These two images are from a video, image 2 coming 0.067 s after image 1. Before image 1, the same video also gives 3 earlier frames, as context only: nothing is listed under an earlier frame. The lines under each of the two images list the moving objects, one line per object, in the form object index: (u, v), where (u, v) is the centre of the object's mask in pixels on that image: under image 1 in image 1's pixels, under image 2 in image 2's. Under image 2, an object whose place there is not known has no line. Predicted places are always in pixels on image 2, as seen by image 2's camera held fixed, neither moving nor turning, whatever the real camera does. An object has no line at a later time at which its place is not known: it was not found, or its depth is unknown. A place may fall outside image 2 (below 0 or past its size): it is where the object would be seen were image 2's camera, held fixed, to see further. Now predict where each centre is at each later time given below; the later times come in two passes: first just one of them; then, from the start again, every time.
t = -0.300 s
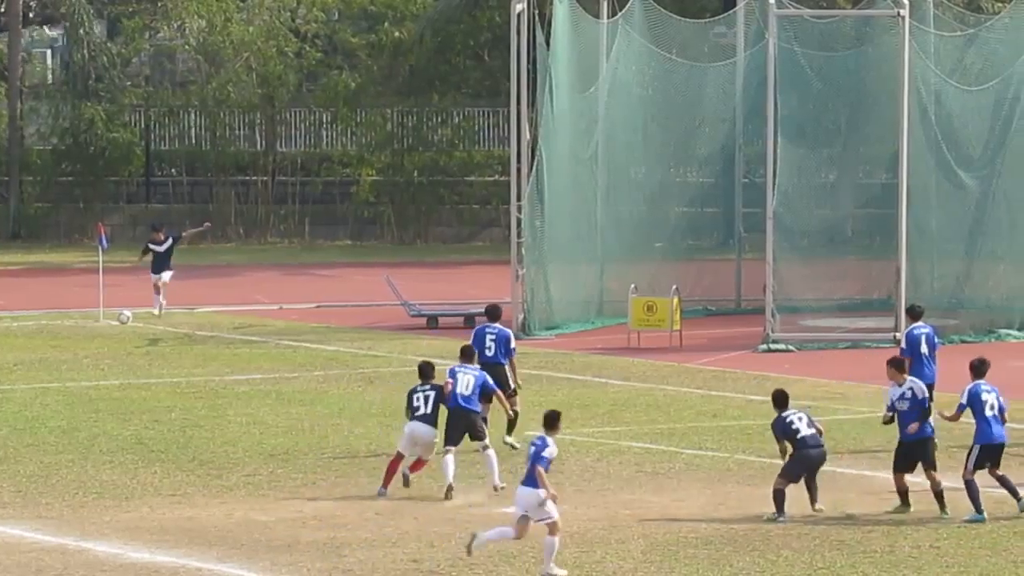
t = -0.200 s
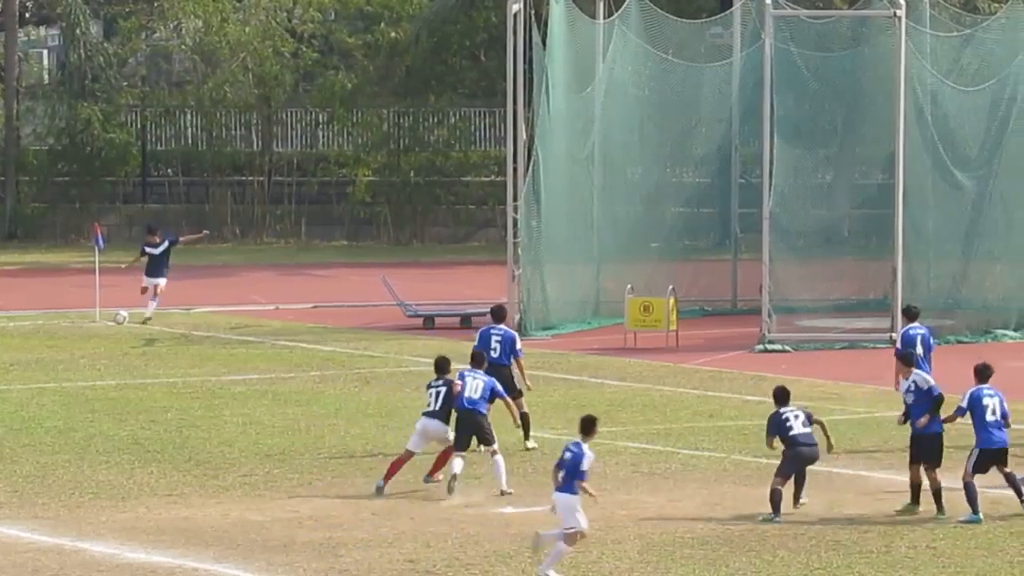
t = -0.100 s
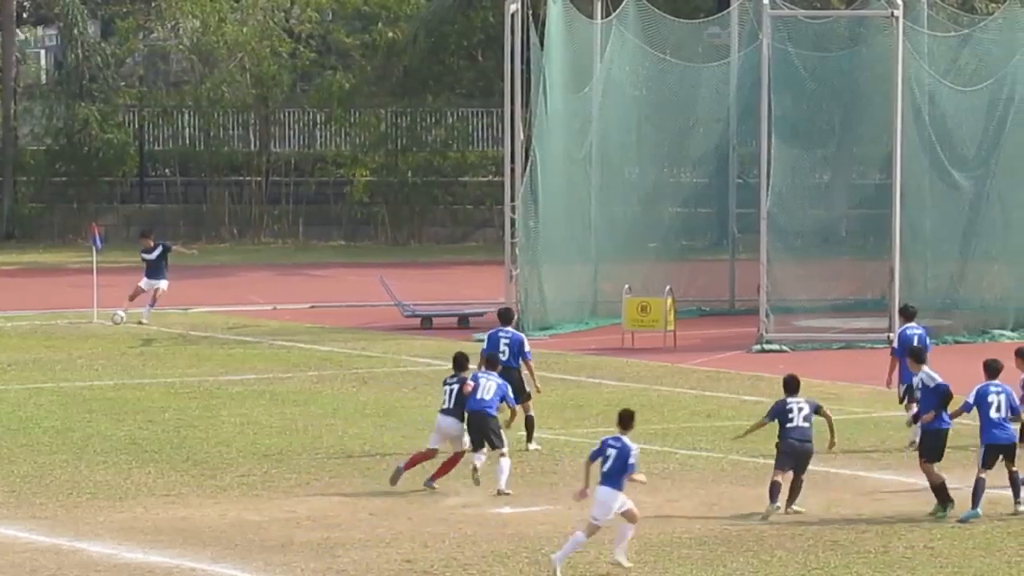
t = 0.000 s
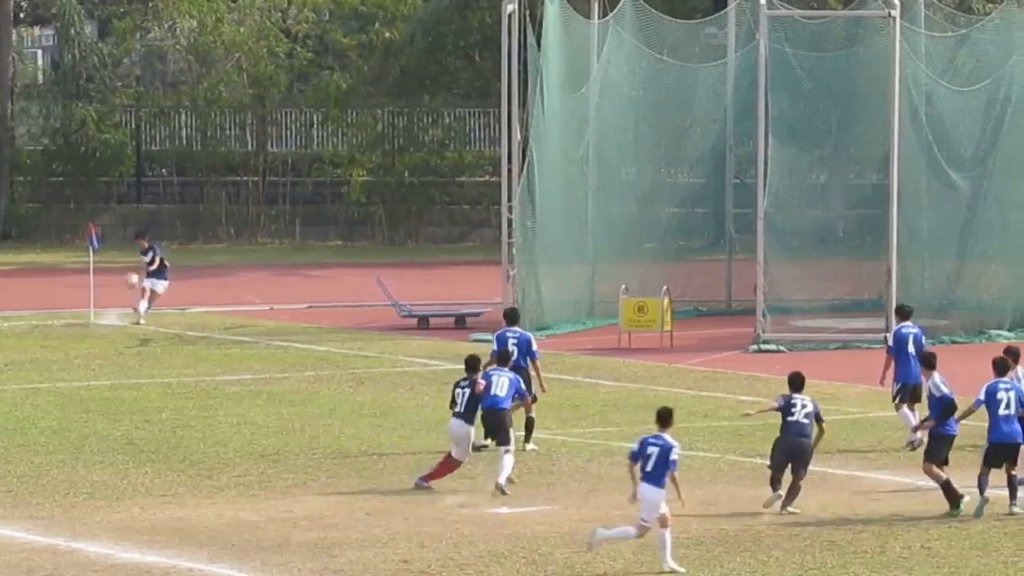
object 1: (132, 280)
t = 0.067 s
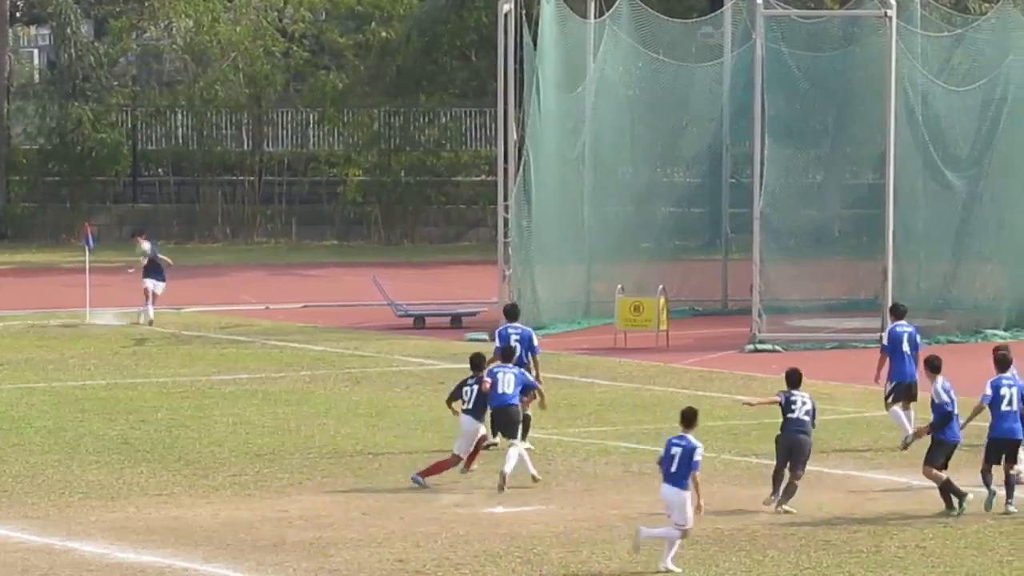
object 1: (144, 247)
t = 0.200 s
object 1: (184, 190)
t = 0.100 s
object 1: (153, 233)
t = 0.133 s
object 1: (163, 218)
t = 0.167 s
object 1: (173, 204)
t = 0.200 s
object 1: (184, 190)
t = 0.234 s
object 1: (194, 177)
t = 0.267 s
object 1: (205, 164)
